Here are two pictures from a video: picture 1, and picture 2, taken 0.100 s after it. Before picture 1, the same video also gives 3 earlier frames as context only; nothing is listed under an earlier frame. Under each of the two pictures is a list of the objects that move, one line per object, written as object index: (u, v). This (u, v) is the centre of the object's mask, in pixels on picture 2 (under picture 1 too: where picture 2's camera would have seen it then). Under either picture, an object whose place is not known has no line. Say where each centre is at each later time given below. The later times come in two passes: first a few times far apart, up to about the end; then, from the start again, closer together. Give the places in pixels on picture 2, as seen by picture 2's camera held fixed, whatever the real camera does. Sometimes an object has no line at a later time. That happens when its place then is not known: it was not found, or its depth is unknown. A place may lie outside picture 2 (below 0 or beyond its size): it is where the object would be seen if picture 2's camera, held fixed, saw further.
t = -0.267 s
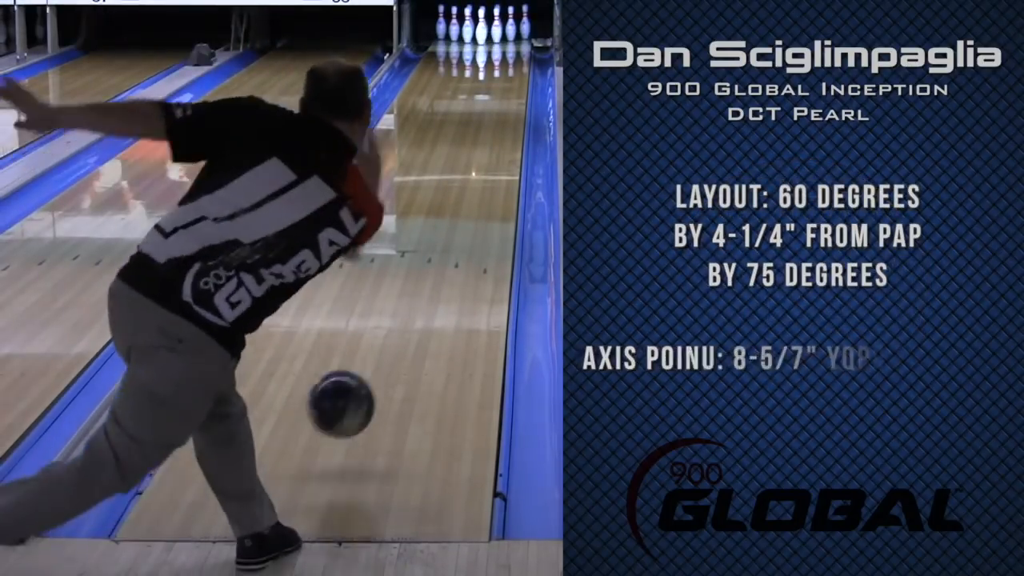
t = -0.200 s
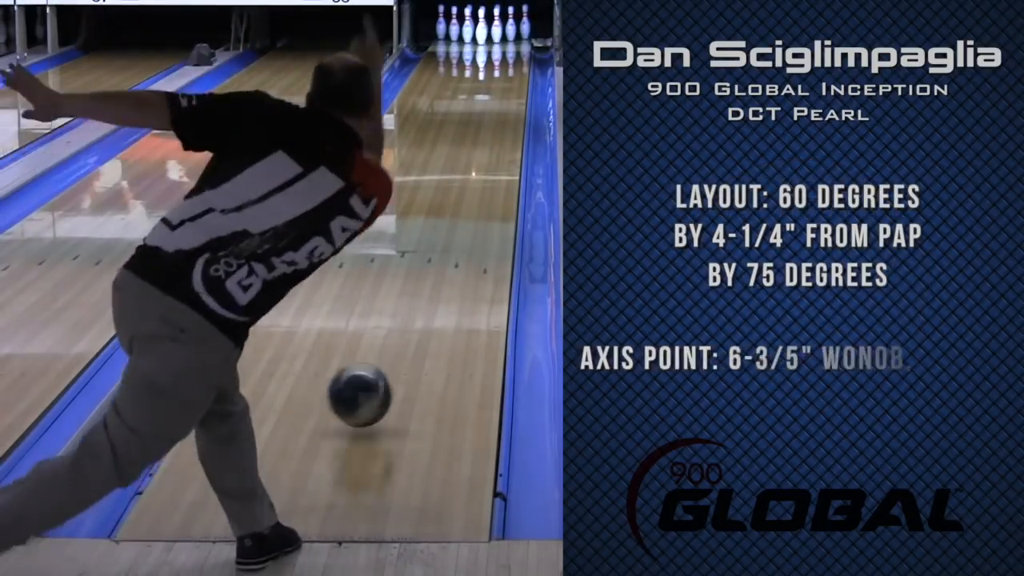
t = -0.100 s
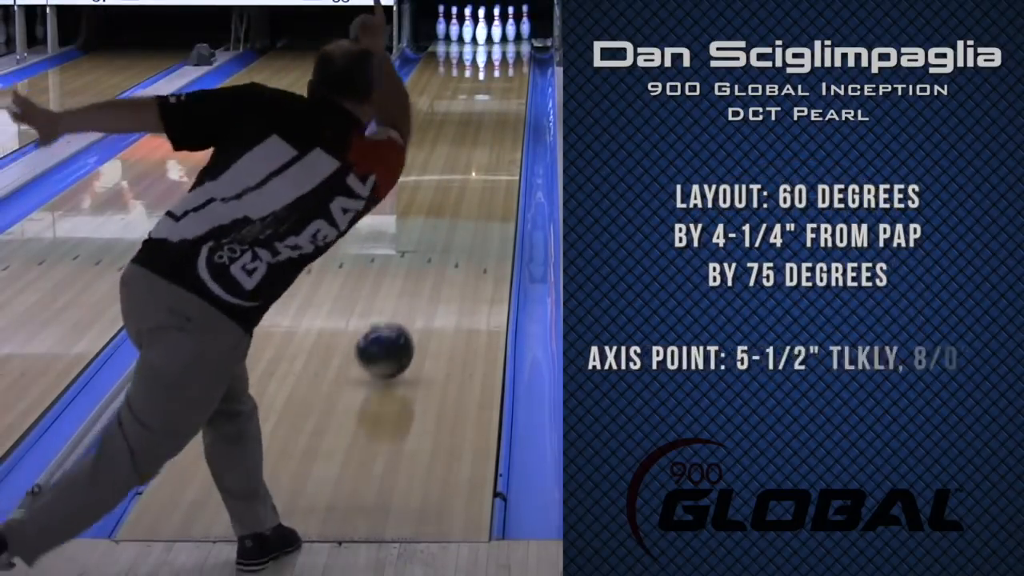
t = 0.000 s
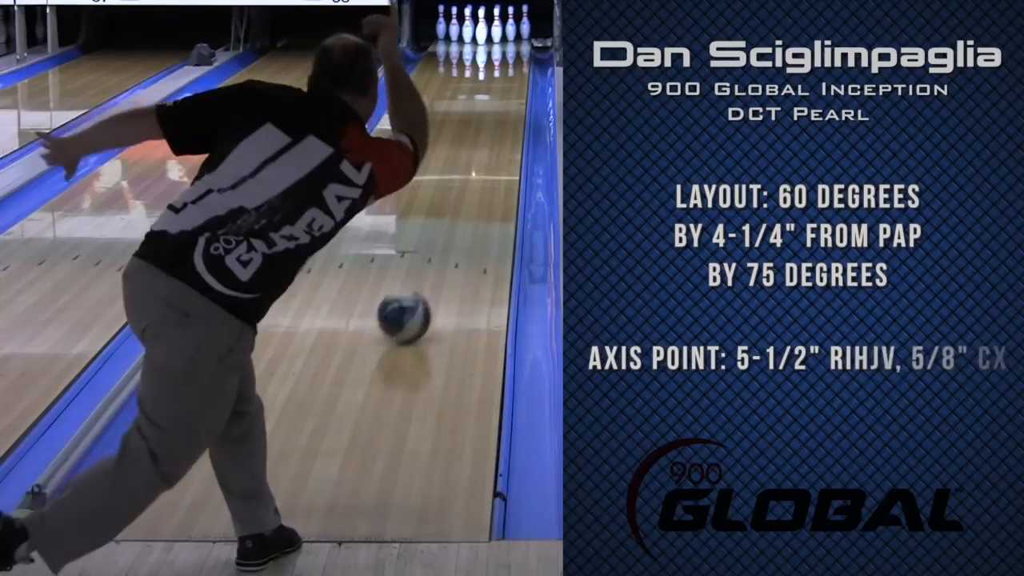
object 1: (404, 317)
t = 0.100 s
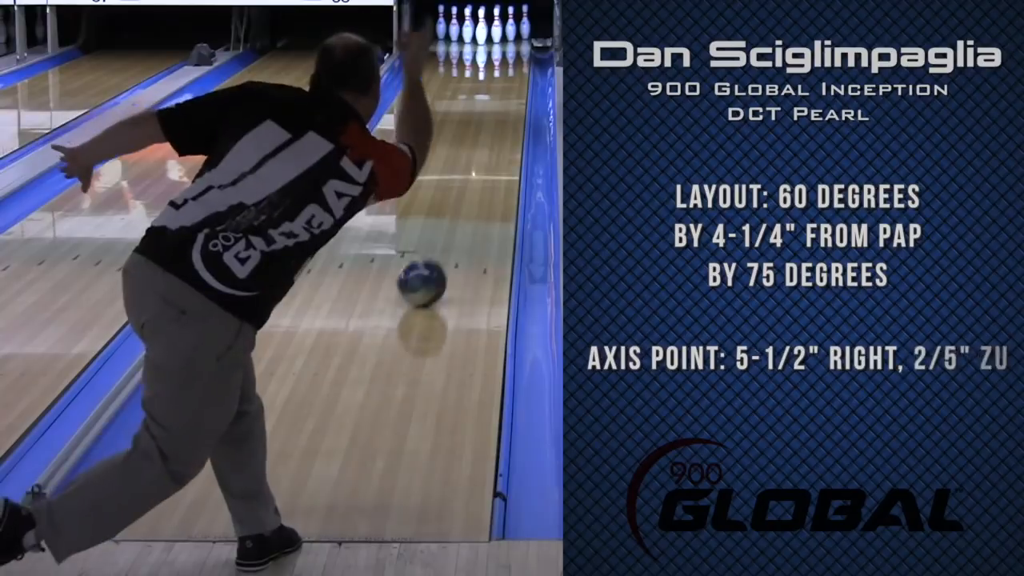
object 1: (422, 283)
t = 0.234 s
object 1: (441, 245)
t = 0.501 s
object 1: (468, 188)
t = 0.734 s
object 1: (485, 151)
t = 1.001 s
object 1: (498, 118)
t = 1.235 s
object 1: (505, 96)
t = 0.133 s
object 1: (427, 271)
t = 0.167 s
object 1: (431, 262)
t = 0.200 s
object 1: (435, 253)
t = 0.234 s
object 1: (441, 245)
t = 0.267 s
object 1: (445, 238)
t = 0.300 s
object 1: (448, 230)
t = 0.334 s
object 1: (461, 227)
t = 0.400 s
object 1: (458, 207)
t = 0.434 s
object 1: (462, 201)
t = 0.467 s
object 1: (466, 196)
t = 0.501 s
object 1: (468, 188)
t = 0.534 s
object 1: (471, 182)
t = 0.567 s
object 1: (472, 177)
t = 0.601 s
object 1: (475, 171)
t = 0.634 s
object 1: (478, 166)
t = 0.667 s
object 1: (482, 159)
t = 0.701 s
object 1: (483, 156)
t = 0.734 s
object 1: (485, 151)
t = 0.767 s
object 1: (486, 146)
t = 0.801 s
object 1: (488, 142)
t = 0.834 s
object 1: (490, 138)
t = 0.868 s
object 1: (492, 133)
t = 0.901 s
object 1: (494, 129)
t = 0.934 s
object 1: (495, 125)
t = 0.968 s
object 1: (496, 121)
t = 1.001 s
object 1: (498, 118)
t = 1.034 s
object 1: (499, 115)
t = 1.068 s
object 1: (501, 111)
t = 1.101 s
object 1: (502, 107)
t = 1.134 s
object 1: (503, 104)
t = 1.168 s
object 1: (503, 101)
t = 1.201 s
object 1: (505, 99)
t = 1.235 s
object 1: (505, 96)
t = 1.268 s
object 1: (507, 93)
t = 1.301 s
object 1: (508, 89)
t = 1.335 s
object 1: (508, 87)
